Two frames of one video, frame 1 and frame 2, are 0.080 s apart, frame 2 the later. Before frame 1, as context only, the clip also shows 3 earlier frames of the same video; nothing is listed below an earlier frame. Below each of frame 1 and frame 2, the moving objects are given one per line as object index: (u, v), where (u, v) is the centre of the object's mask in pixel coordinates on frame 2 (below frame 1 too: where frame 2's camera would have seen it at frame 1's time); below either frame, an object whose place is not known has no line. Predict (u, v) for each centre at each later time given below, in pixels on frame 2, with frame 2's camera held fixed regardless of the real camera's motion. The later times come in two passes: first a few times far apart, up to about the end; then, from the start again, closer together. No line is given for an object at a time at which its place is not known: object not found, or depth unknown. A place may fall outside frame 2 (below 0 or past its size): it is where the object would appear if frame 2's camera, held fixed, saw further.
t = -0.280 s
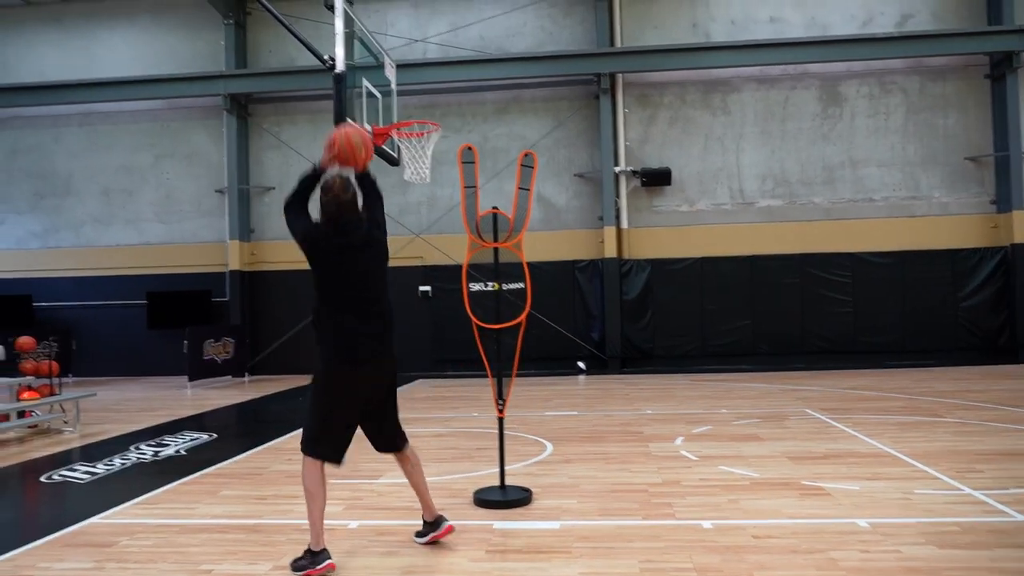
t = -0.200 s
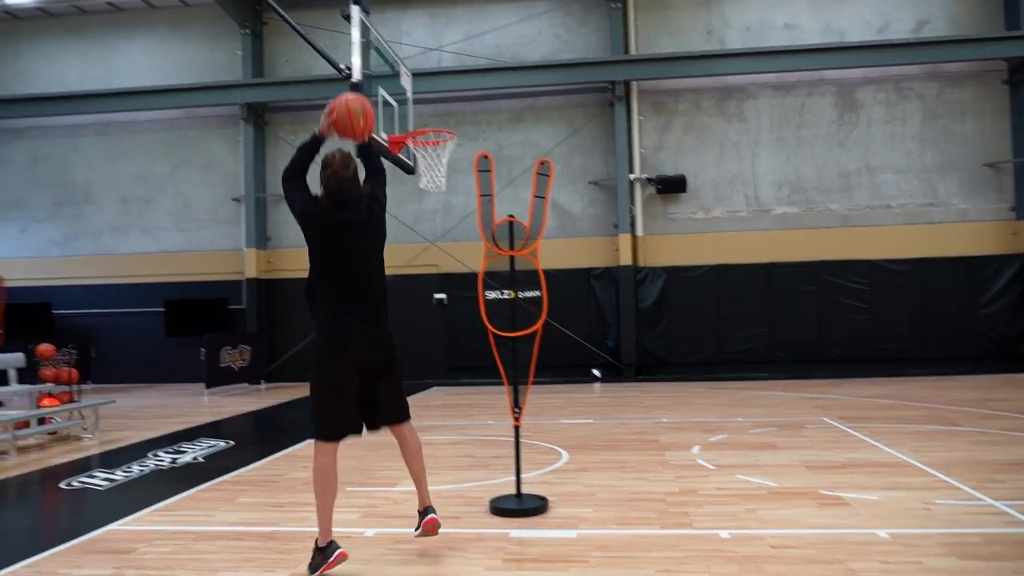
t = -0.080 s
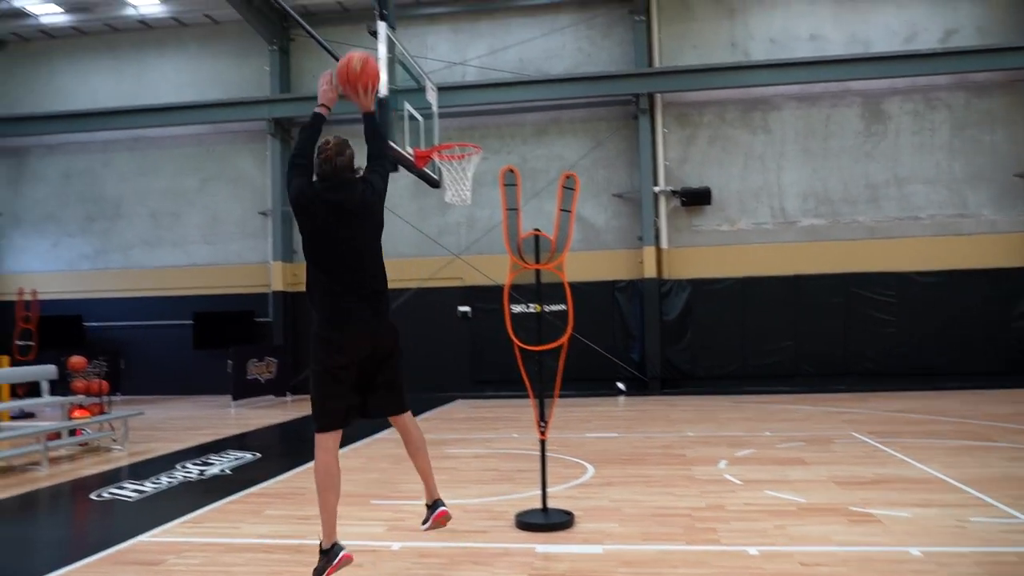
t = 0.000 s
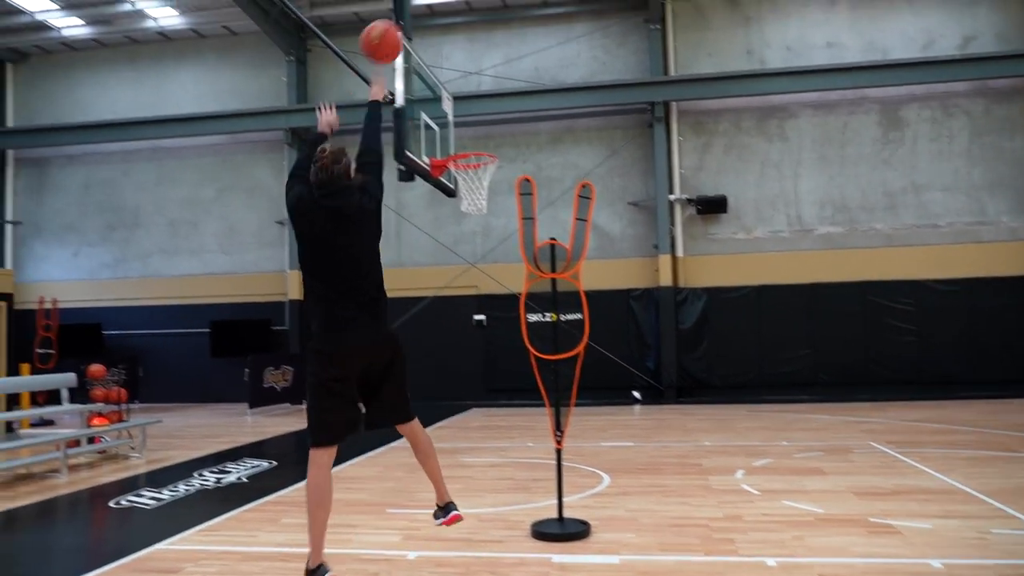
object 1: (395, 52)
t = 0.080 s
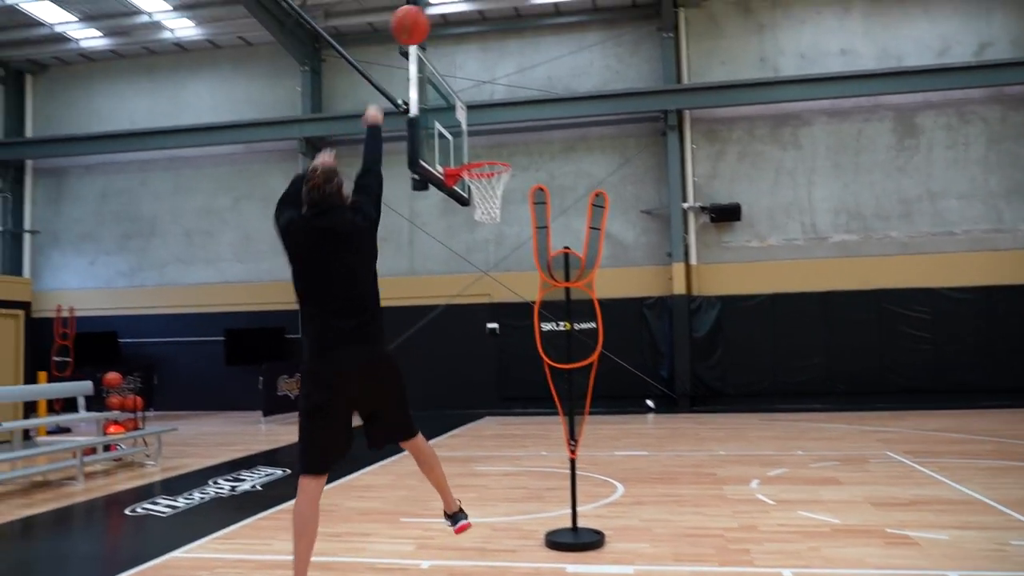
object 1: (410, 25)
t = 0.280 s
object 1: (437, 11)
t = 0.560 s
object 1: (465, 67)
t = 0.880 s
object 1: (494, 174)
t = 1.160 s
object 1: (475, 250)
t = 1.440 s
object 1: (461, 391)
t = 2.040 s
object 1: (453, 314)
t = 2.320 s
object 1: (452, 327)
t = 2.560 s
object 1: (444, 393)
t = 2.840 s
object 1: (442, 417)
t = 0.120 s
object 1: (415, 17)
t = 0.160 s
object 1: (421, 12)
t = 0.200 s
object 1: (426, 9)
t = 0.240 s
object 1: (432, 9)
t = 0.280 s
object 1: (437, 11)
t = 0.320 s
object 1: (441, 14)
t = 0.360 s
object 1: (446, 19)
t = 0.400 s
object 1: (450, 26)
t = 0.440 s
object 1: (454, 34)
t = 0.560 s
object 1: (465, 67)
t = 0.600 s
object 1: (469, 81)
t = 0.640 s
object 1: (472, 96)
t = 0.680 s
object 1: (475, 112)
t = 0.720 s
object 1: (478, 127)
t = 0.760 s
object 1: (481, 145)
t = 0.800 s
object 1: (483, 156)
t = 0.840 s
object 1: (488, 170)
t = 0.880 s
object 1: (494, 174)
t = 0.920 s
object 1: (492, 181)
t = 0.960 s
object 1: (488, 192)
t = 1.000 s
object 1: (485, 202)
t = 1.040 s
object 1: (482, 214)
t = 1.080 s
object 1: (480, 223)
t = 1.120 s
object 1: (477, 236)
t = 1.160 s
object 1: (475, 250)
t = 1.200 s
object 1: (473, 265)
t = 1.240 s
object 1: (470, 283)
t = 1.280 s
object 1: (469, 302)
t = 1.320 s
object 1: (466, 322)
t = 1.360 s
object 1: (464, 343)
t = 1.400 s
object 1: (463, 366)
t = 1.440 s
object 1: (461, 391)
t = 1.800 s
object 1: (453, 363)
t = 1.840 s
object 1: (453, 350)
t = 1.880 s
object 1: (453, 340)
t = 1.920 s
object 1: (453, 331)
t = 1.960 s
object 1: (454, 323)
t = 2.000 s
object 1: (454, 318)
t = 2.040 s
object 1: (453, 314)
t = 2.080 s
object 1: (454, 312)
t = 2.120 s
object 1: (453, 311)
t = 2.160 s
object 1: (453, 312)
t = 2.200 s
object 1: (453, 314)
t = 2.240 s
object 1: (453, 317)
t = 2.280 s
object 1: (452, 321)
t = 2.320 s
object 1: (452, 327)
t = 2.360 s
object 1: (451, 335)
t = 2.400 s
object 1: (450, 343)
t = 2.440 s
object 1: (449, 354)
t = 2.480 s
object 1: (450, 365)
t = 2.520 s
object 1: (451, 379)
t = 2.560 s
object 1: (444, 393)
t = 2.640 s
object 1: (443, 424)
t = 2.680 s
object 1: (442, 443)
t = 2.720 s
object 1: (439, 458)
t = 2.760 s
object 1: (439, 442)
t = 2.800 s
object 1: (444, 429)
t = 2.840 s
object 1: (442, 417)
